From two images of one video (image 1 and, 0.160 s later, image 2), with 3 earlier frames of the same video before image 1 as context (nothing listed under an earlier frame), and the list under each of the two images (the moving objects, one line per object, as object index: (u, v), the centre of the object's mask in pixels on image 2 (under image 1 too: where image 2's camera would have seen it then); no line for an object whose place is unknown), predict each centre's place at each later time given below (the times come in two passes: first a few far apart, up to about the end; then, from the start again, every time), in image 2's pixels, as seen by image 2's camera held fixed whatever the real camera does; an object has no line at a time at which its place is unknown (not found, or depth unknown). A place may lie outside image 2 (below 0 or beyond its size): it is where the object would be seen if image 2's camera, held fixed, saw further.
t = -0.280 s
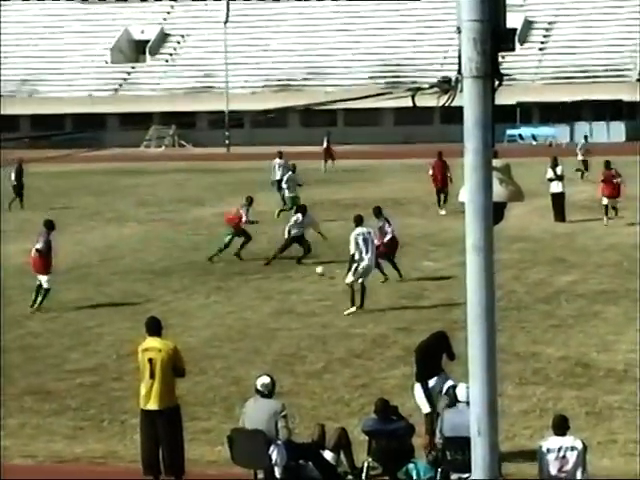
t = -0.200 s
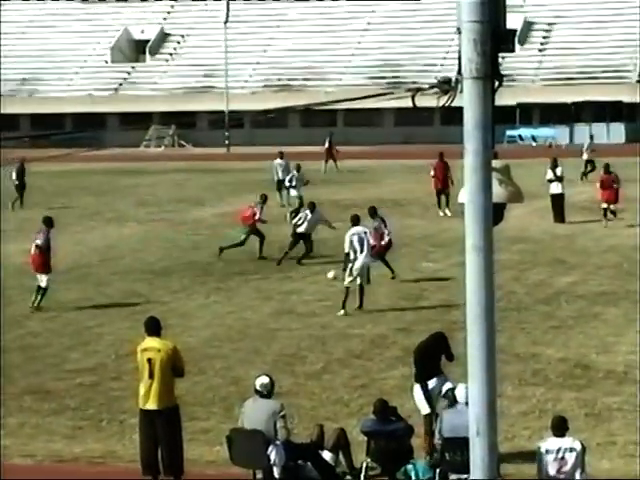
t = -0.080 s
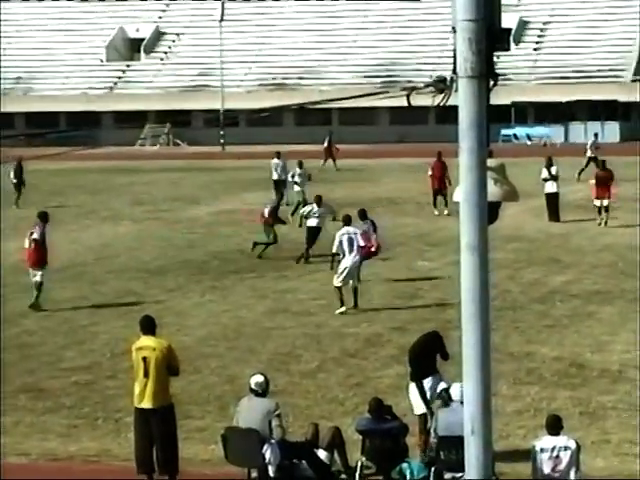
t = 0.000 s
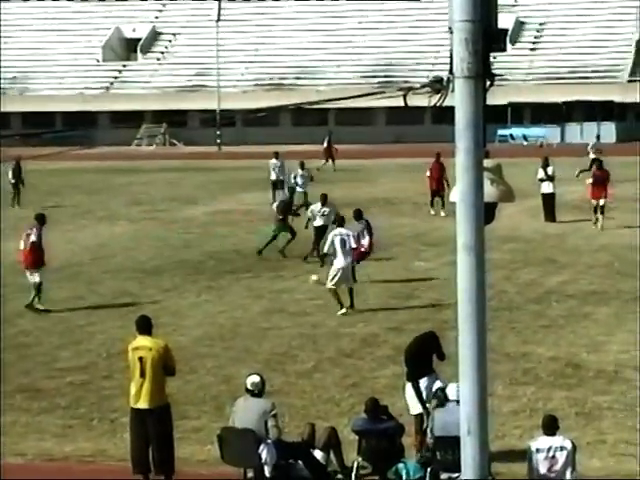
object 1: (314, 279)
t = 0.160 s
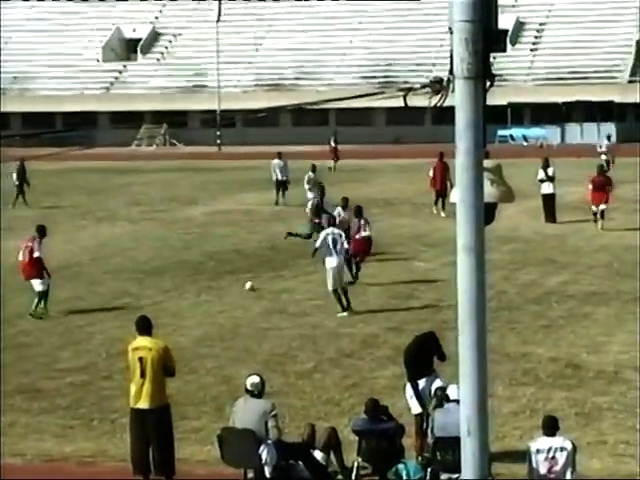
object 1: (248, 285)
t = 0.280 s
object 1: (207, 286)
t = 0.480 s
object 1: (136, 298)
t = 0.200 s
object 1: (235, 285)
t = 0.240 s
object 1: (221, 286)
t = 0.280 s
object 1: (207, 286)
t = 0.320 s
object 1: (193, 289)
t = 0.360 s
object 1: (177, 291)
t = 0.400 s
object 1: (164, 294)
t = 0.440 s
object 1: (150, 296)
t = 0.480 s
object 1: (136, 298)
